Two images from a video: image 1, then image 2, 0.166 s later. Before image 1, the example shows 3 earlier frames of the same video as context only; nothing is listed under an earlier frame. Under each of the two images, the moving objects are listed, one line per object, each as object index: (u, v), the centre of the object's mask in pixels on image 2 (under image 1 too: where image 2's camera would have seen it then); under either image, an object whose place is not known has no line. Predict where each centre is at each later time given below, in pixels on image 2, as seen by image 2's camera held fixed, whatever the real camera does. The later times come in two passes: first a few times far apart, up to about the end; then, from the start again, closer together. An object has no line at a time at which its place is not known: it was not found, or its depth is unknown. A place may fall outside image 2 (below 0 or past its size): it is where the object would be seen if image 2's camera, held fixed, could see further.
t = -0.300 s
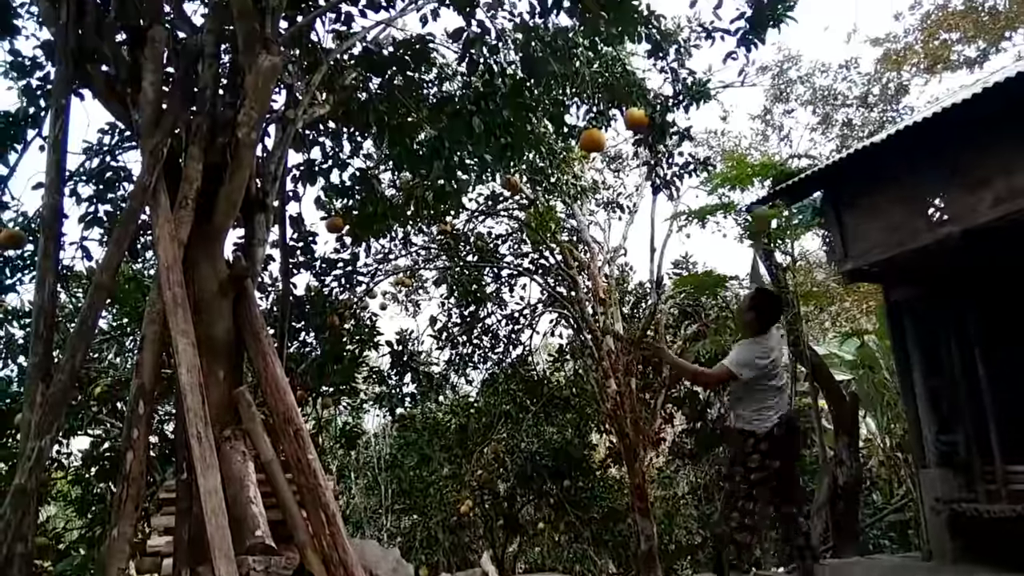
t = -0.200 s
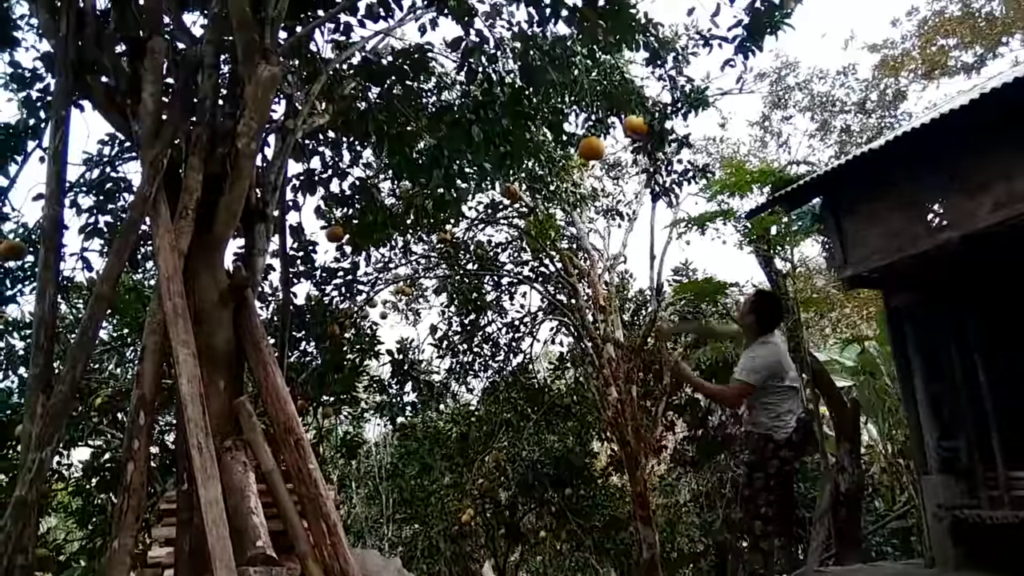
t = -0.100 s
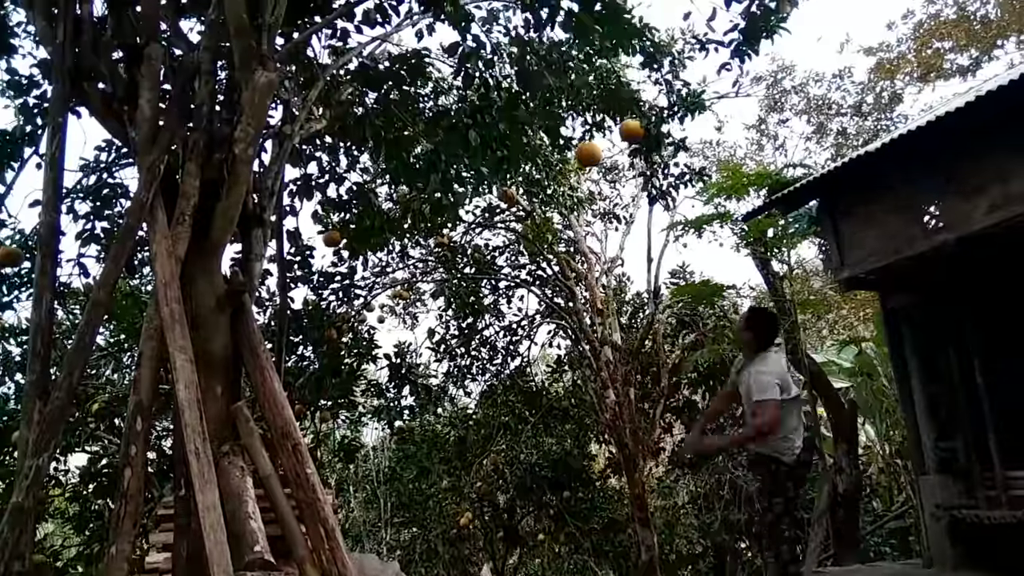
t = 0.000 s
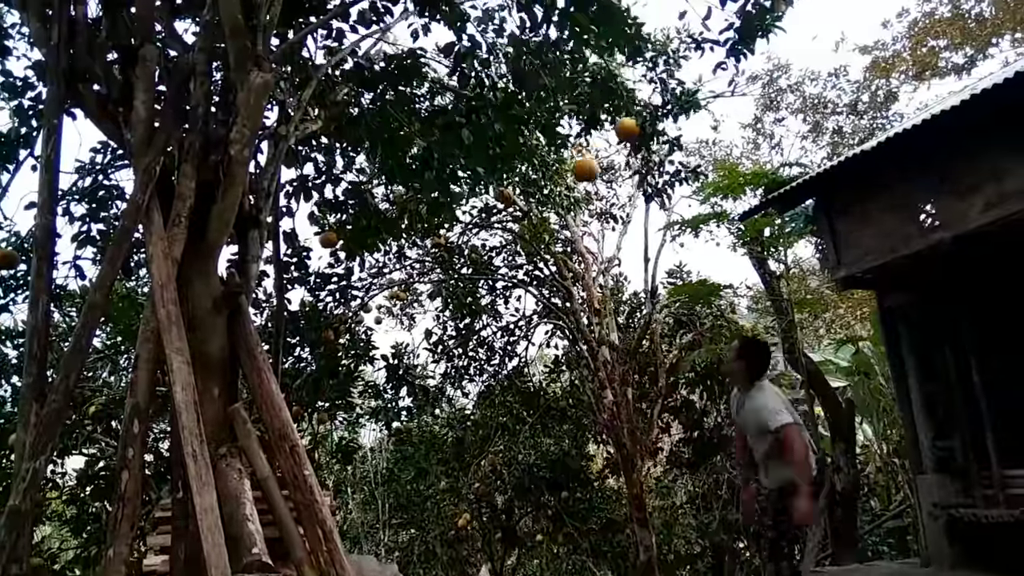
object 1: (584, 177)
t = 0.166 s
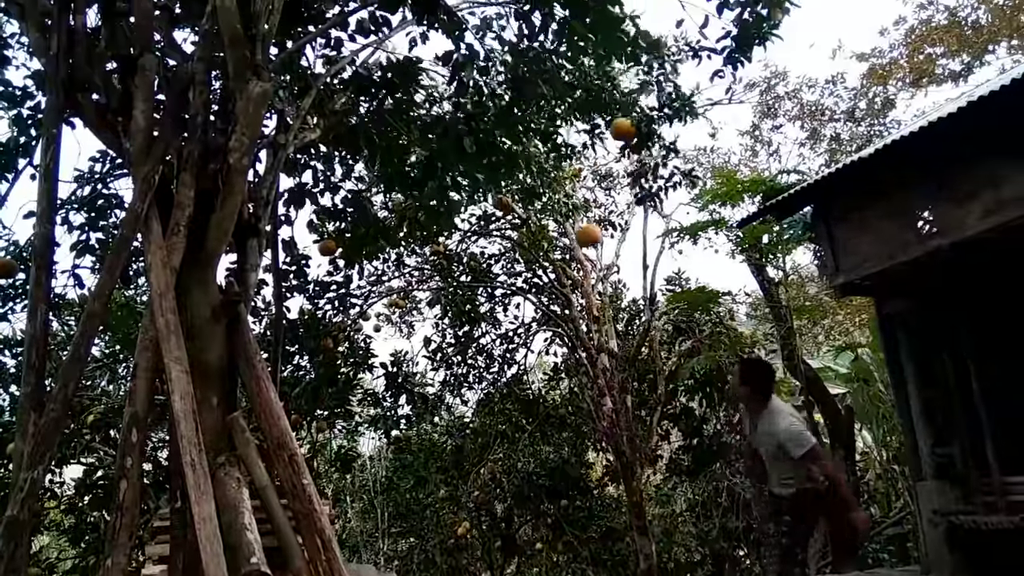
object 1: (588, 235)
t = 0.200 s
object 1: (588, 253)
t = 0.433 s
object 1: (603, 429)
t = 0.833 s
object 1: (656, 562)
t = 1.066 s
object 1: (703, 608)
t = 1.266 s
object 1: (728, 598)
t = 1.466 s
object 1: (754, 605)
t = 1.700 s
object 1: (779, 601)
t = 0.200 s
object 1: (588, 253)
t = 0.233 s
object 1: (591, 270)
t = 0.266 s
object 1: (593, 292)
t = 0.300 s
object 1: (595, 314)
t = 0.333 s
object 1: (595, 340)
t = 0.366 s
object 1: (600, 367)
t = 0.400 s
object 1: (601, 397)
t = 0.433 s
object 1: (603, 429)
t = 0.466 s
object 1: (607, 465)
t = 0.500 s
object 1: (610, 502)
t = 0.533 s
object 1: (613, 543)
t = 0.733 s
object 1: (639, 571)
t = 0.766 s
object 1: (644, 569)
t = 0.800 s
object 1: (649, 563)
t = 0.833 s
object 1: (656, 562)
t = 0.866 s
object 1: (662, 561)
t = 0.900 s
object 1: (669, 563)
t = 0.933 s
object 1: (675, 571)
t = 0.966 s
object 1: (682, 577)
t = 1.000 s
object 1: (689, 584)
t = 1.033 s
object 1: (698, 595)
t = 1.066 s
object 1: (703, 608)
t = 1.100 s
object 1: (708, 607)
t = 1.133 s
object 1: (711, 604)
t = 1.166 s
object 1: (714, 597)
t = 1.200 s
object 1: (720, 595)
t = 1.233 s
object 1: (723, 596)
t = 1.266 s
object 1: (728, 598)
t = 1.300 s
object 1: (733, 603)
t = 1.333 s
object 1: (737, 603)
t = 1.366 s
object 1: (741, 602)
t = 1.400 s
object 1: (745, 601)
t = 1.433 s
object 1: (749, 602)
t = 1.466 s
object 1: (754, 605)
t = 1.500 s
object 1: (756, 604)
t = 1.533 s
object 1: (761, 603)
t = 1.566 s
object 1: (765, 601)
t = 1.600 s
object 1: (769, 601)
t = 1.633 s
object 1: (772, 602)
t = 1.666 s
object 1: (775, 601)
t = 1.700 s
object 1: (779, 601)
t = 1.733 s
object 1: (782, 600)
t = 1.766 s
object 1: (784, 600)
